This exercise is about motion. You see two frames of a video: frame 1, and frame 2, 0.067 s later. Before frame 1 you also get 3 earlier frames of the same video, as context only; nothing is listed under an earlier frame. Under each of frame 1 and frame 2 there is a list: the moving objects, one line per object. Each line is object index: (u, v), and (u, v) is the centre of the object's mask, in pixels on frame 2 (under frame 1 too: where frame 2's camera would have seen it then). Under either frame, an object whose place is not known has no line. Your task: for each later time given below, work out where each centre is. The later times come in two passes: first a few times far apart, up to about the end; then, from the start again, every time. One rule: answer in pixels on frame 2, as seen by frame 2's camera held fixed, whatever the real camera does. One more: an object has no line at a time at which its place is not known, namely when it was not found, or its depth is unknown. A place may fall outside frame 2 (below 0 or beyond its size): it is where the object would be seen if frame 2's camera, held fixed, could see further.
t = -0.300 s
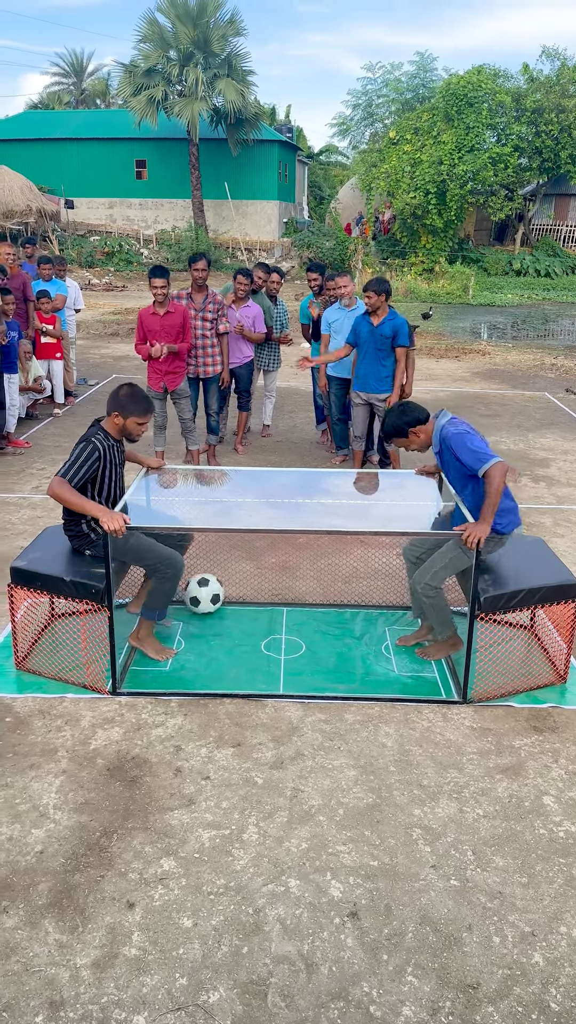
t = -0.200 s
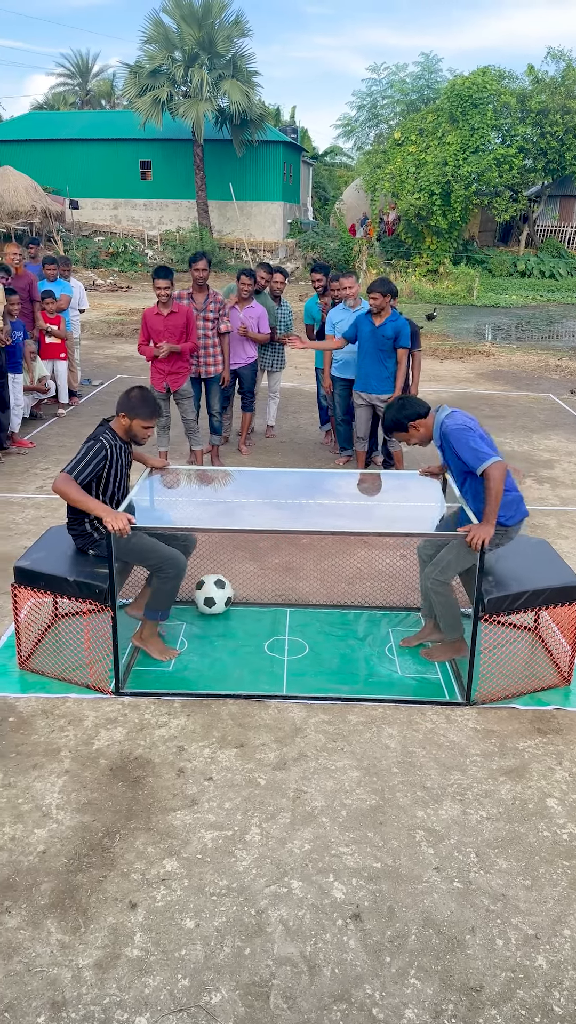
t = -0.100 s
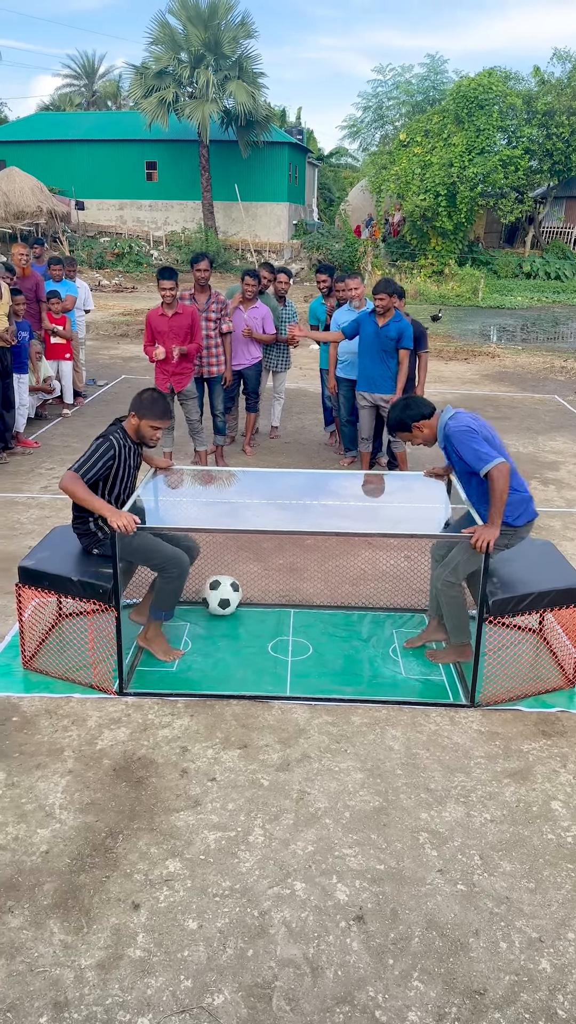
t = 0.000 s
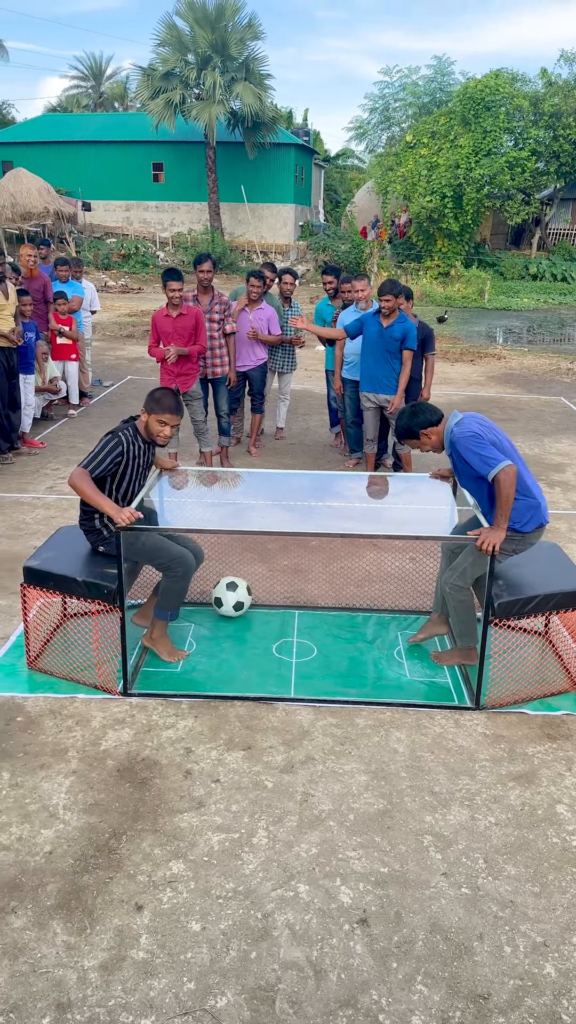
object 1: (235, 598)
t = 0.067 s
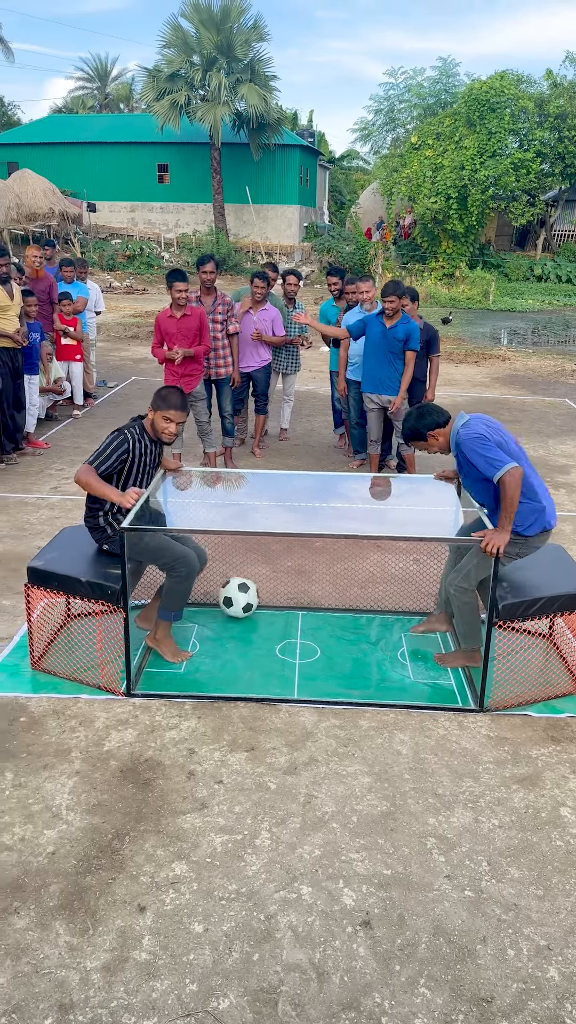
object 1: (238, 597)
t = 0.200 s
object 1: (245, 597)
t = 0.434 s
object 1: (255, 597)
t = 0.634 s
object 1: (263, 599)
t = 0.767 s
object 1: (267, 599)
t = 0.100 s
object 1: (240, 597)
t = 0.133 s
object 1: (242, 597)
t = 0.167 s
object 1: (244, 597)
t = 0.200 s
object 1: (245, 597)
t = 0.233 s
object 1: (246, 597)
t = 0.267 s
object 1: (248, 597)
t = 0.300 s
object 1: (250, 597)
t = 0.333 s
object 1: (251, 597)
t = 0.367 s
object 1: (252, 597)
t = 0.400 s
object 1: (254, 597)
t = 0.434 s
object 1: (255, 597)
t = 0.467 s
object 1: (256, 597)
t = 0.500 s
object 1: (258, 597)
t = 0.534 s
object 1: (259, 598)
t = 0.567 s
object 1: (260, 598)
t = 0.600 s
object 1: (262, 598)
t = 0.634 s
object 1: (263, 599)
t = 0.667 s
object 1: (264, 599)
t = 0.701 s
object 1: (265, 599)
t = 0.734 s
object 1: (267, 599)
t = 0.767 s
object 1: (267, 599)
